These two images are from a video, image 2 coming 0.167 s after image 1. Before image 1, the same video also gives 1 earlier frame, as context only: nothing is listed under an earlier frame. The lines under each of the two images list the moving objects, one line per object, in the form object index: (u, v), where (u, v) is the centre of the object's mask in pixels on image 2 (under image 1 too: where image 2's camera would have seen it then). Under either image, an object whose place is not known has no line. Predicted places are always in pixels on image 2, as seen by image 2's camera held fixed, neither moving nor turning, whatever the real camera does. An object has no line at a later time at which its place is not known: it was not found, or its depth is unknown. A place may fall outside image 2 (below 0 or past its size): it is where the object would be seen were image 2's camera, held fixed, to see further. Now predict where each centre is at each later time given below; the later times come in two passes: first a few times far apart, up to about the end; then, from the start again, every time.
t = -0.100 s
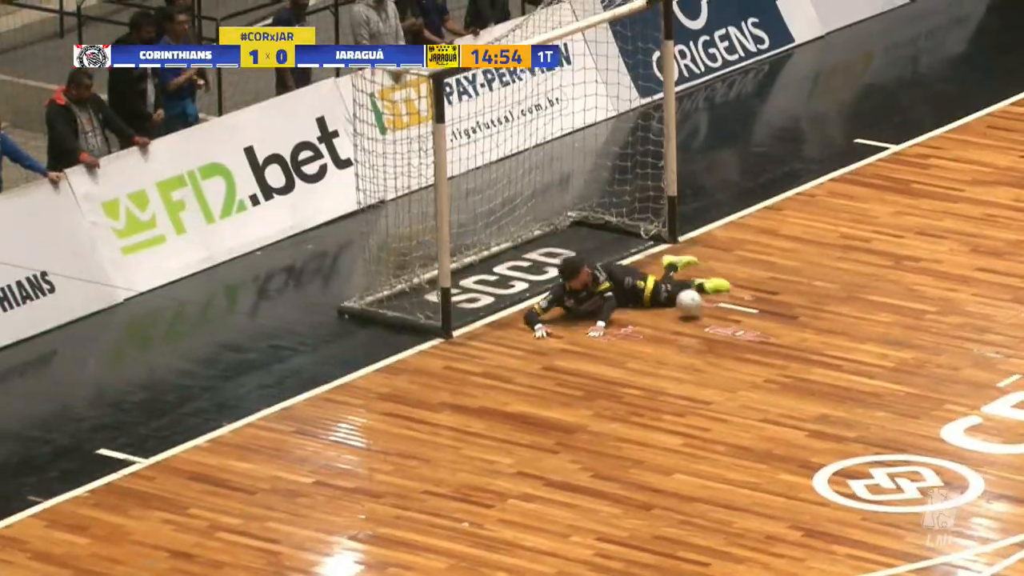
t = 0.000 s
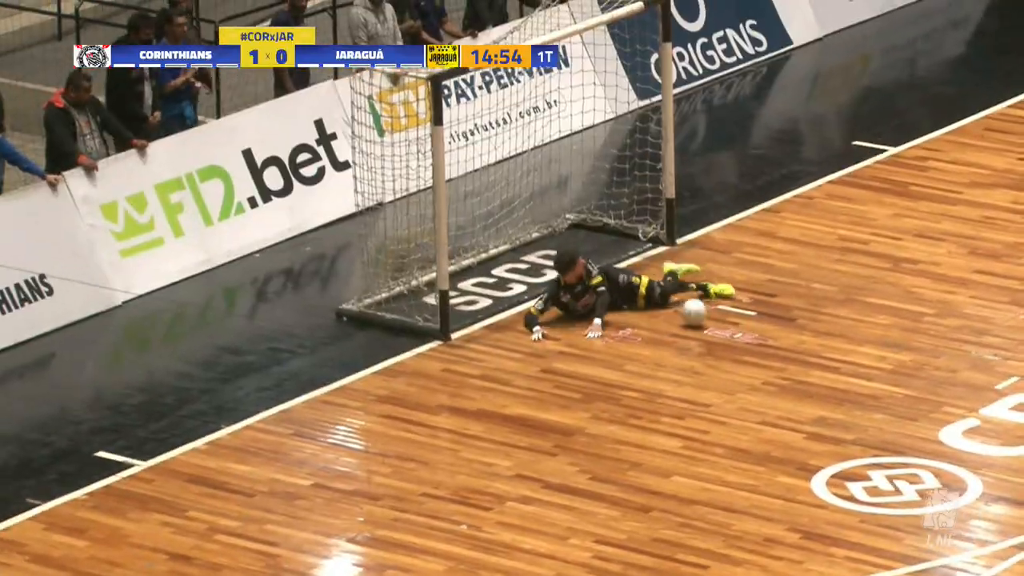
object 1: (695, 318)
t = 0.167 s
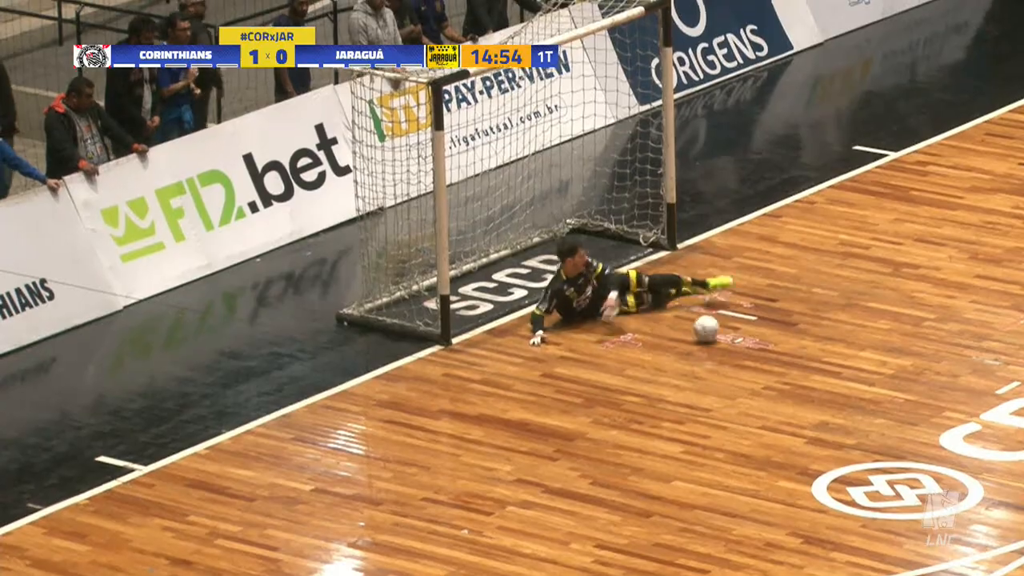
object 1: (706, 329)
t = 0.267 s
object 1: (711, 334)
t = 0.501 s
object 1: (723, 346)
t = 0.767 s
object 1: (738, 358)
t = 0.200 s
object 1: (708, 331)
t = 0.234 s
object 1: (710, 333)
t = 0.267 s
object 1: (711, 334)
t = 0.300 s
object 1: (713, 336)
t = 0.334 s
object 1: (714, 337)
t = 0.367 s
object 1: (717, 340)
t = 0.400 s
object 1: (719, 341)
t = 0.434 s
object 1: (720, 343)
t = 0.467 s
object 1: (721, 344)
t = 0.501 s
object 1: (723, 346)
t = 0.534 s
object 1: (725, 347)
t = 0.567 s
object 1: (727, 349)
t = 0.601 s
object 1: (728, 350)
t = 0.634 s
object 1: (731, 353)
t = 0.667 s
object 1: (733, 354)
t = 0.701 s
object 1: (735, 356)
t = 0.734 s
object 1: (737, 357)
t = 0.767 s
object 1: (738, 358)
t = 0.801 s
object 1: (739, 360)
